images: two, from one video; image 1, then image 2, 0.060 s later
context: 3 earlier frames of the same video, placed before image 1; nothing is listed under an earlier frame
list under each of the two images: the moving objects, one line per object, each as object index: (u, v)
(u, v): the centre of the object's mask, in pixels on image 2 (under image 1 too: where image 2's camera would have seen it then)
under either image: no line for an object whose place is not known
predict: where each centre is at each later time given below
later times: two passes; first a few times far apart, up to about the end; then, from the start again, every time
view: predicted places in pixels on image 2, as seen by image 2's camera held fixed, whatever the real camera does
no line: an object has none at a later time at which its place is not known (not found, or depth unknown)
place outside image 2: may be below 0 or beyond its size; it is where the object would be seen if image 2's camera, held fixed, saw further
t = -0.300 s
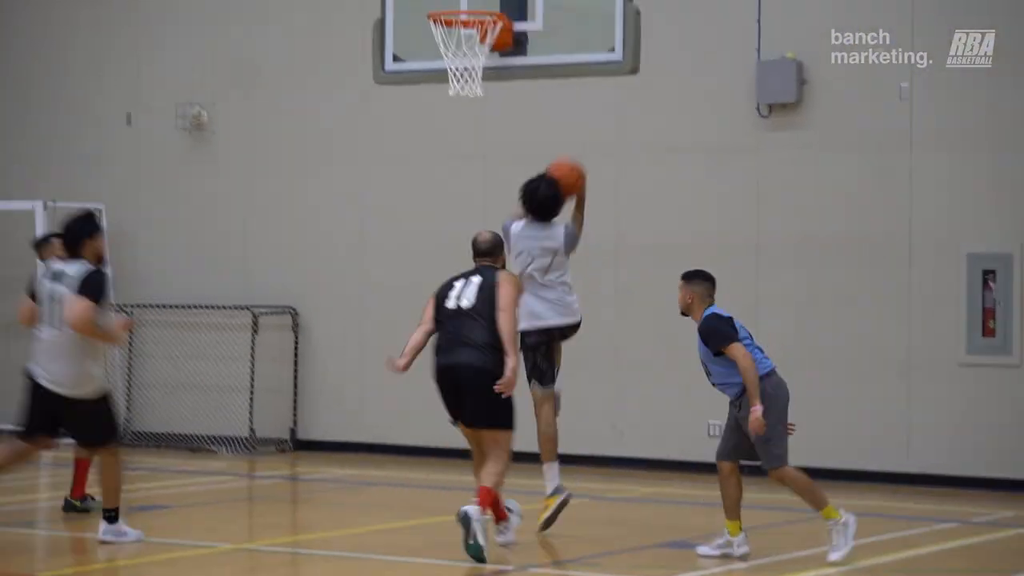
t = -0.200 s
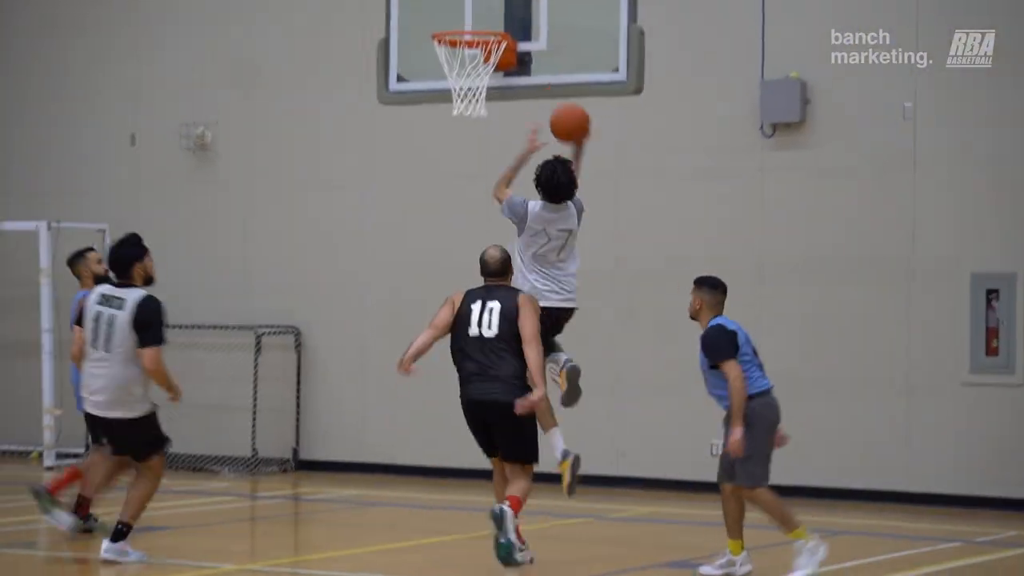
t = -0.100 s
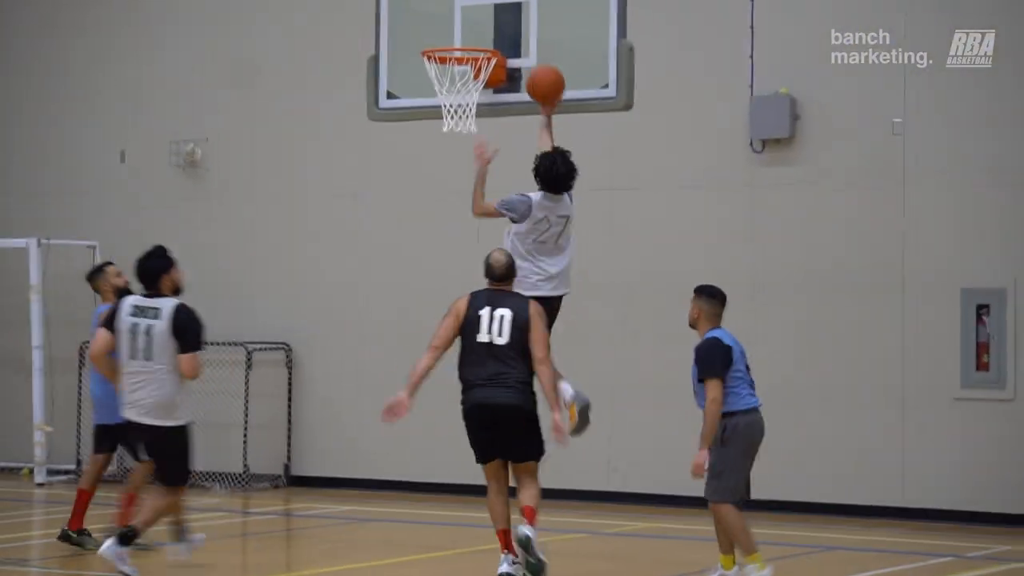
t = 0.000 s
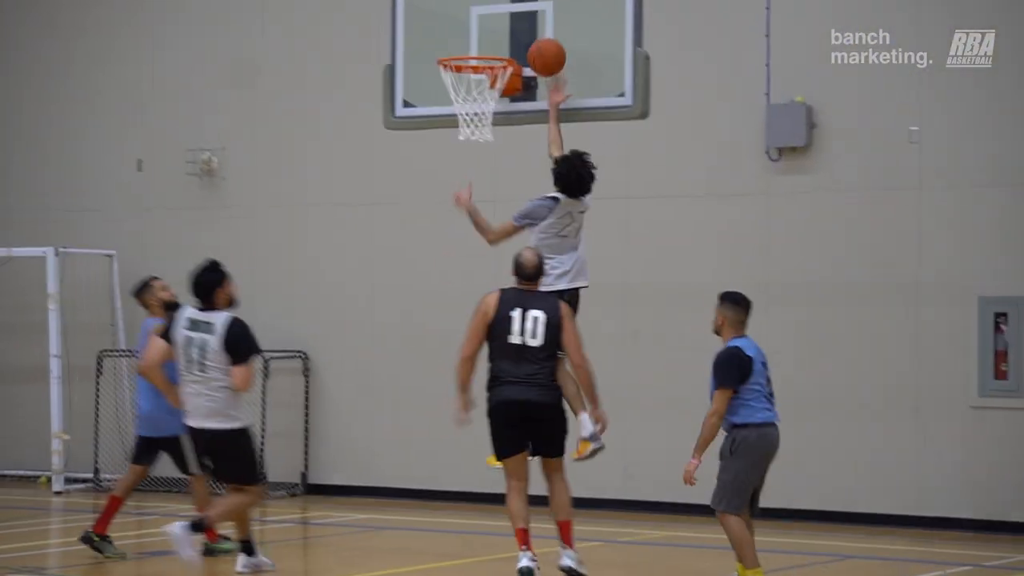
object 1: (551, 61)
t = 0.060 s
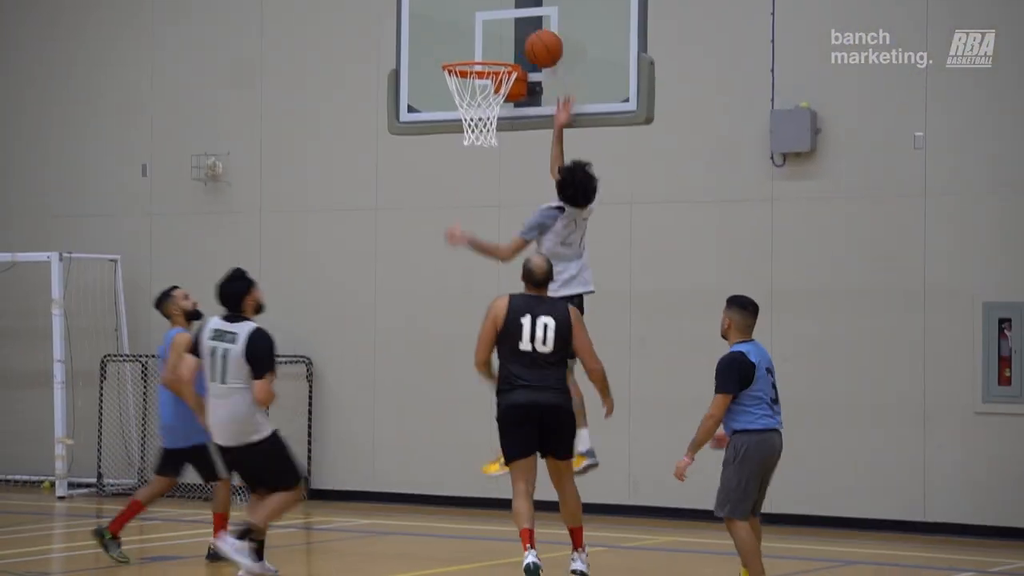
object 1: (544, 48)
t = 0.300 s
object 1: (493, 41)
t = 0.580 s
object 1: (480, 125)
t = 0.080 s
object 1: (541, 45)
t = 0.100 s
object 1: (538, 42)
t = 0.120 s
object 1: (533, 39)
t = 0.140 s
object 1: (529, 37)
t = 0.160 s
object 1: (524, 35)
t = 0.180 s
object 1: (520, 34)
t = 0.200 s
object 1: (515, 33)
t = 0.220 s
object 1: (511, 34)
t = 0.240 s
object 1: (507, 35)
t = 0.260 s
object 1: (503, 36)
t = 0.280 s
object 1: (498, 39)
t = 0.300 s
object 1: (493, 41)
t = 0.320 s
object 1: (488, 44)
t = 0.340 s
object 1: (484, 47)
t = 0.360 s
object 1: (479, 49)
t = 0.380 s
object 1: (474, 52)
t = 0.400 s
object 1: (470, 55)
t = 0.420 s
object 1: (464, 71)
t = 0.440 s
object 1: (464, 76)
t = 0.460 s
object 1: (465, 82)
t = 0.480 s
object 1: (468, 87)
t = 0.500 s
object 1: (470, 94)
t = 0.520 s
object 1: (473, 103)
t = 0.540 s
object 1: (476, 110)
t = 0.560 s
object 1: (478, 117)
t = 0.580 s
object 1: (480, 125)
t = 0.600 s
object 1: (482, 135)
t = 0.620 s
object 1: (484, 145)
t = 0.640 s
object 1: (485, 152)
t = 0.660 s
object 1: (486, 163)
